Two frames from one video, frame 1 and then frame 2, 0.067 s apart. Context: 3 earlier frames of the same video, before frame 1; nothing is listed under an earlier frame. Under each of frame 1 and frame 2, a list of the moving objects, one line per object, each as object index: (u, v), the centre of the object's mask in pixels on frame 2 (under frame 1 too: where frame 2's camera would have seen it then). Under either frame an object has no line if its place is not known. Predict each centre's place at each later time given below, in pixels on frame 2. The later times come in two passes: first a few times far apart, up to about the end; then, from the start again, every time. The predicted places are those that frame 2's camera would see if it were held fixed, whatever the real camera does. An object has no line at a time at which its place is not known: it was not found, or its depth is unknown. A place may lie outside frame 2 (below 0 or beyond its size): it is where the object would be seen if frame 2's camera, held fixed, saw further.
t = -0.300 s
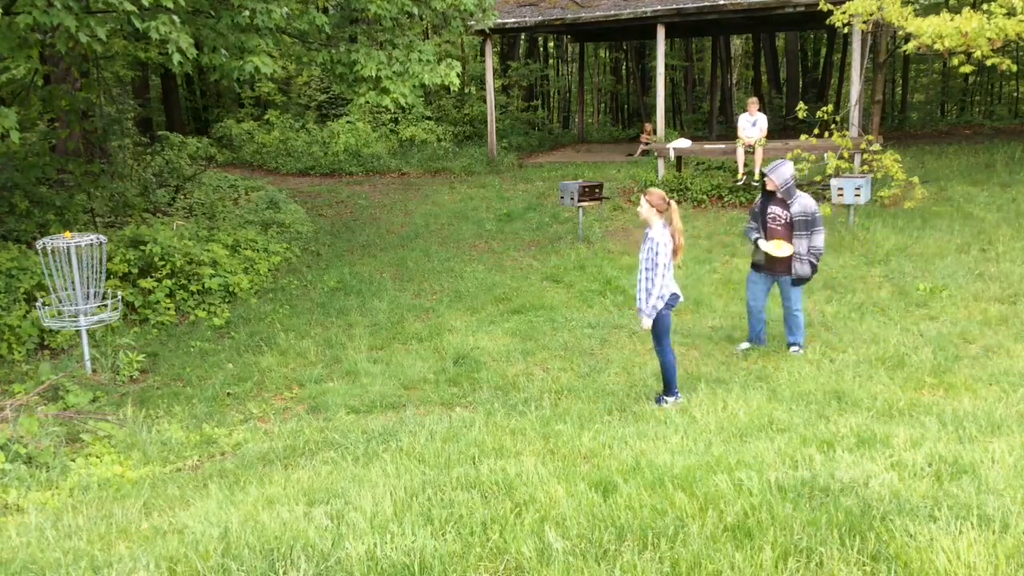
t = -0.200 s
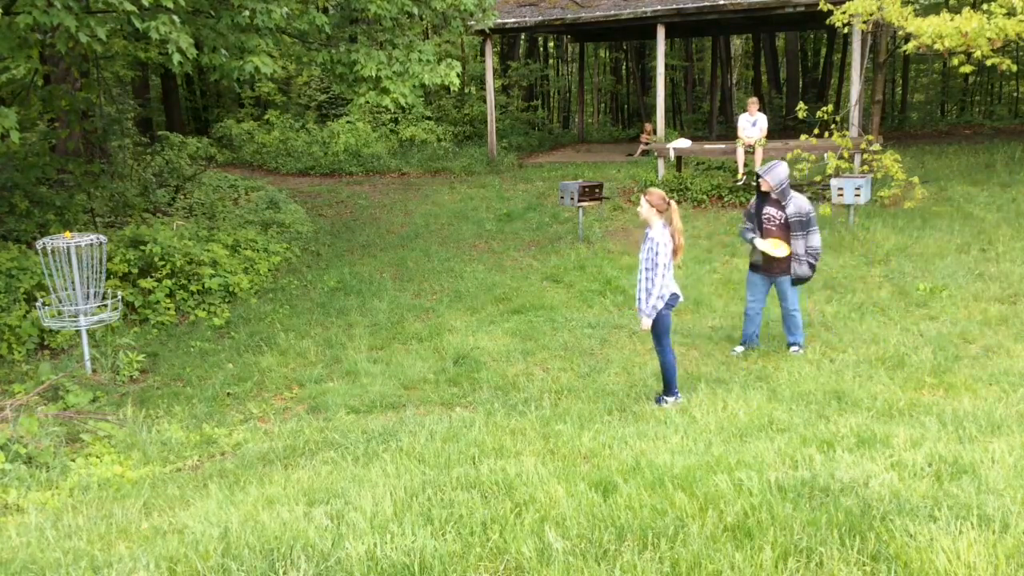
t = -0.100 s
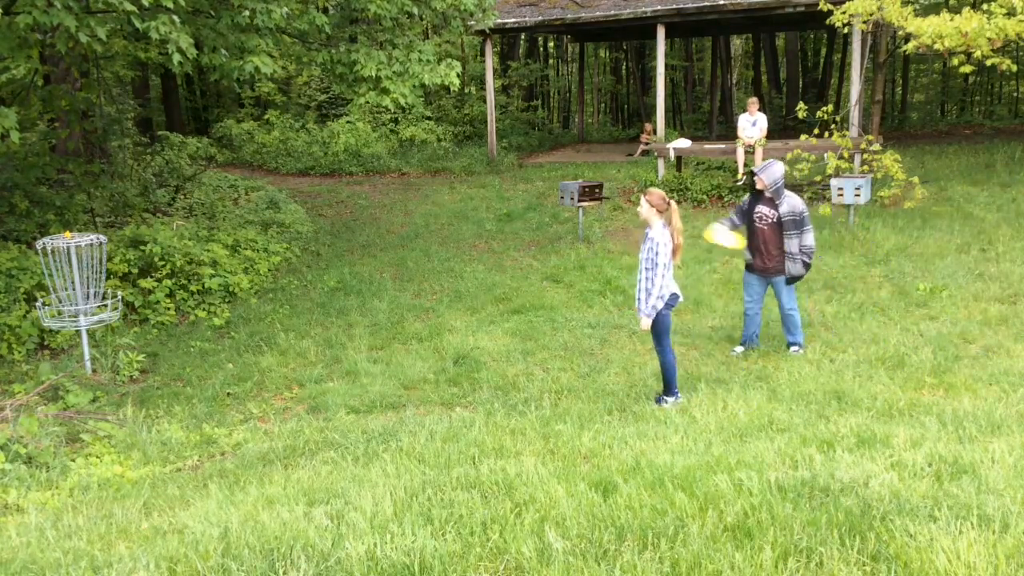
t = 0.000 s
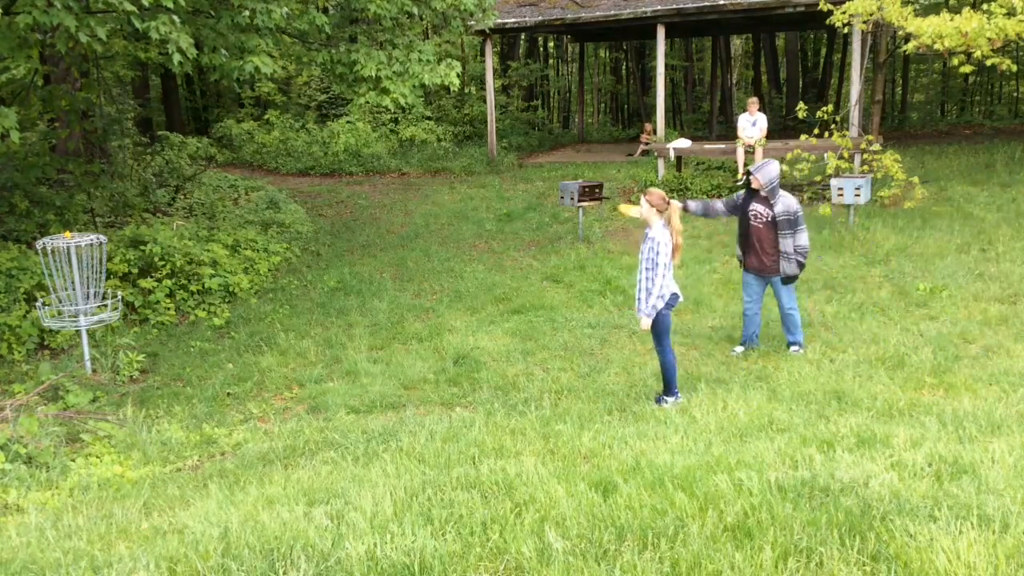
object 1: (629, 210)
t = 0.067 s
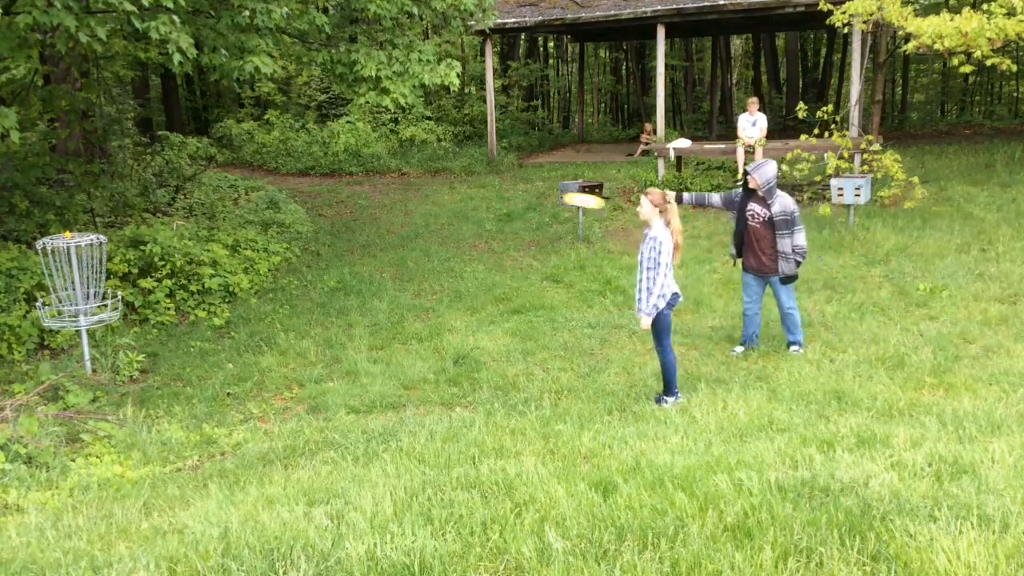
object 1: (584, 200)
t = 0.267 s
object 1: (428, 189)
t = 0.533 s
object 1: (240, 214)
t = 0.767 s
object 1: (89, 267)
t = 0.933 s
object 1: (14, 301)
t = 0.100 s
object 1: (557, 196)
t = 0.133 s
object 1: (529, 192)
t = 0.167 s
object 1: (503, 191)
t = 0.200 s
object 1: (477, 189)
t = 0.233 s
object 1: (453, 189)
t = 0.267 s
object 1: (428, 189)
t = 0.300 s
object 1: (402, 190)
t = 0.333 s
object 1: (378, 192)
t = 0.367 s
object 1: (355, 194)
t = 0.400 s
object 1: (332, 197)
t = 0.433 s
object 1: (309, 200)
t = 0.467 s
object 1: (285, 205)
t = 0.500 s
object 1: (262, 209)
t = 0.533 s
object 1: (240, 214)
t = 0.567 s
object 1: (218, 220)
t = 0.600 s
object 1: (195, 227)
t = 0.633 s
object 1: (173, 234)
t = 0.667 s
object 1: (149, 242)
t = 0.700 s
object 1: (128, 249)
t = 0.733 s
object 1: (108, 258)
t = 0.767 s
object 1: (89, 267)
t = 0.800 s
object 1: (71, 276)
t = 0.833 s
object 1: (56, 285)
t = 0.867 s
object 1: (39, 290)
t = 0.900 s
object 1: (25, 295)
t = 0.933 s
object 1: (14, 301)
